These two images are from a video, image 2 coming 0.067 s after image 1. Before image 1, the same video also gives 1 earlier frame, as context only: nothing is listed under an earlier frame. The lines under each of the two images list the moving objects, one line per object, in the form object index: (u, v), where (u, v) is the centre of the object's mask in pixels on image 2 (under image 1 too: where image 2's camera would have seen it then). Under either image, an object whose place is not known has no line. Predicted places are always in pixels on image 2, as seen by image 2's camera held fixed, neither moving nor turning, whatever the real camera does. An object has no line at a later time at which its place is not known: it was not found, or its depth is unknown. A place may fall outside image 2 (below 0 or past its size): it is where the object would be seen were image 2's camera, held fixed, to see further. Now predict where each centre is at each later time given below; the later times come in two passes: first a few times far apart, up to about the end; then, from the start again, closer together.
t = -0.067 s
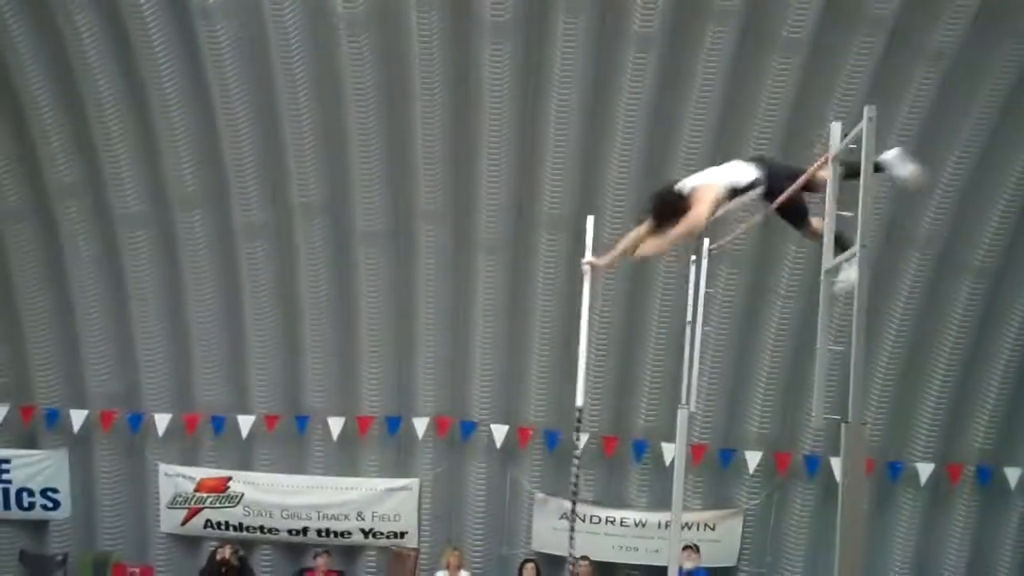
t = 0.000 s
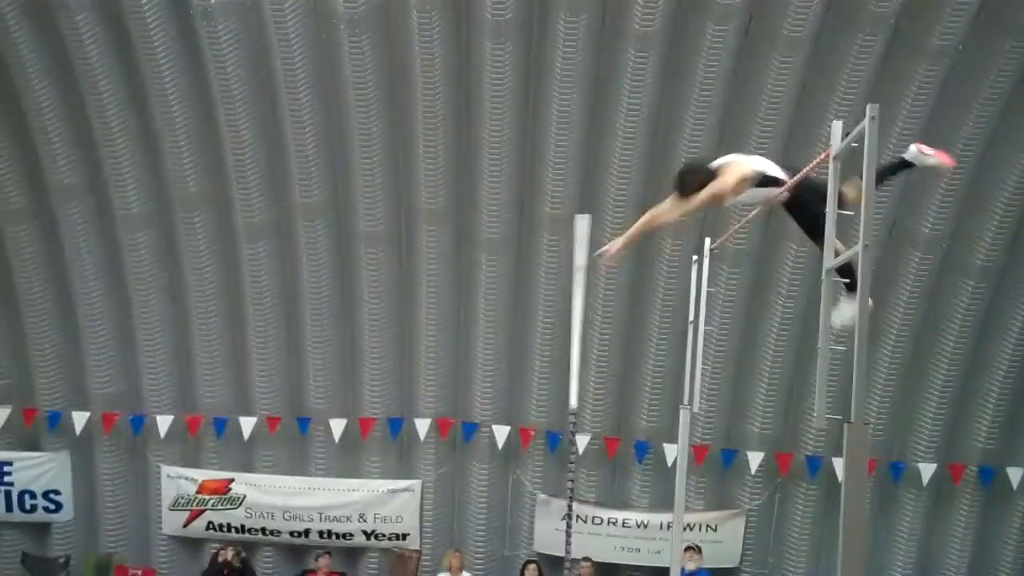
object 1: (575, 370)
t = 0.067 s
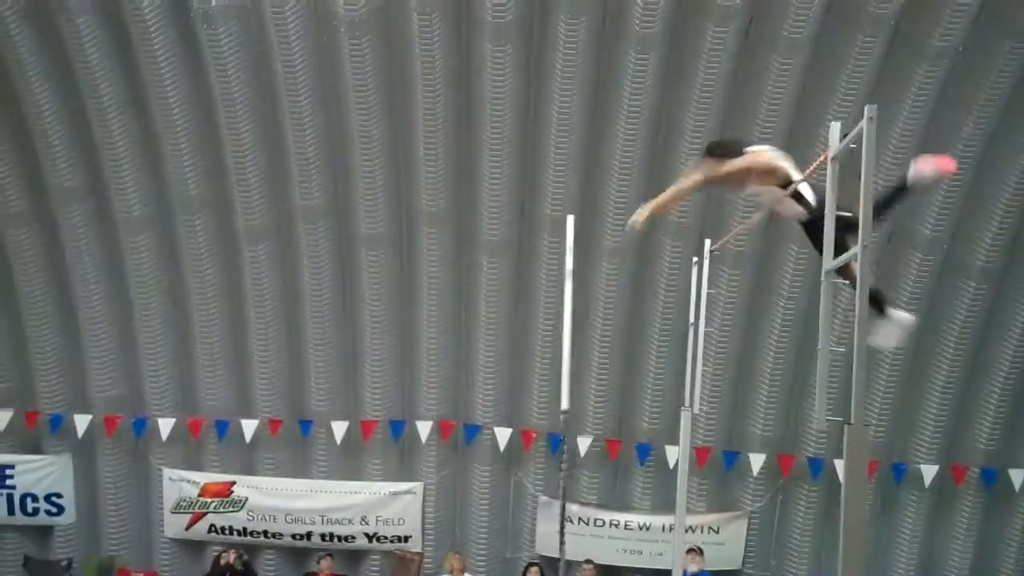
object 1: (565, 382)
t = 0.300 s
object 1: (529, 381)
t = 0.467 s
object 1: (492, 392)
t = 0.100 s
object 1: (561, 384)
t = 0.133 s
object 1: (556, 370)
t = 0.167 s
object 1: (550, 369)
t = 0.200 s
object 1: (542, 372)
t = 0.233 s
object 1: (538, 383)
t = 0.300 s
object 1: (529, 381)
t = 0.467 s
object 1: (492, 392)
